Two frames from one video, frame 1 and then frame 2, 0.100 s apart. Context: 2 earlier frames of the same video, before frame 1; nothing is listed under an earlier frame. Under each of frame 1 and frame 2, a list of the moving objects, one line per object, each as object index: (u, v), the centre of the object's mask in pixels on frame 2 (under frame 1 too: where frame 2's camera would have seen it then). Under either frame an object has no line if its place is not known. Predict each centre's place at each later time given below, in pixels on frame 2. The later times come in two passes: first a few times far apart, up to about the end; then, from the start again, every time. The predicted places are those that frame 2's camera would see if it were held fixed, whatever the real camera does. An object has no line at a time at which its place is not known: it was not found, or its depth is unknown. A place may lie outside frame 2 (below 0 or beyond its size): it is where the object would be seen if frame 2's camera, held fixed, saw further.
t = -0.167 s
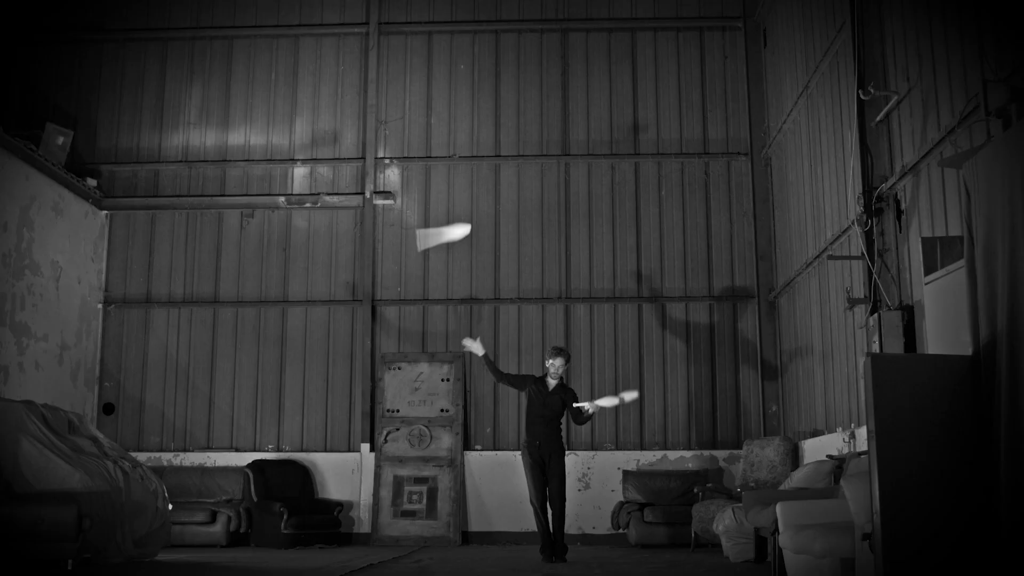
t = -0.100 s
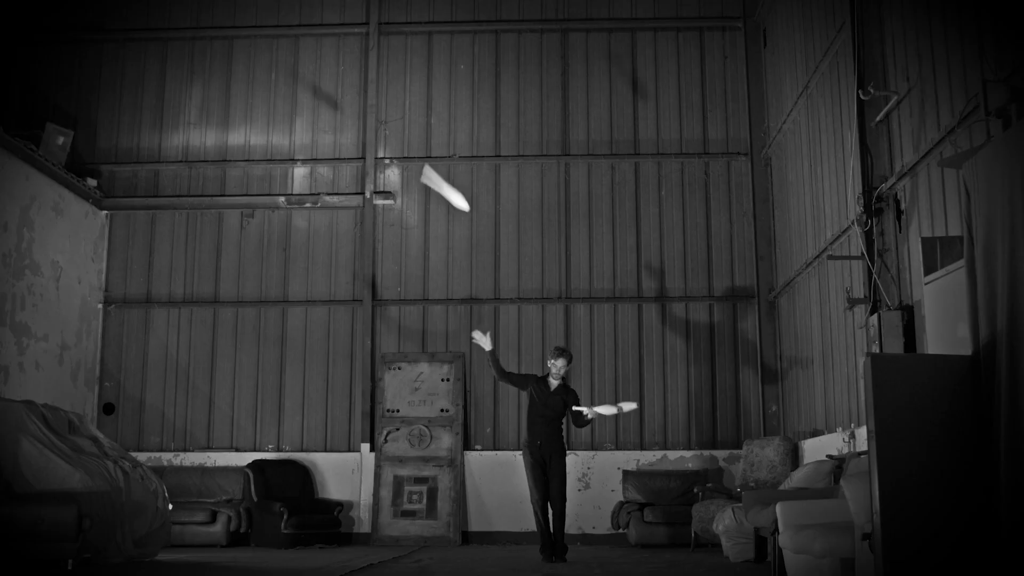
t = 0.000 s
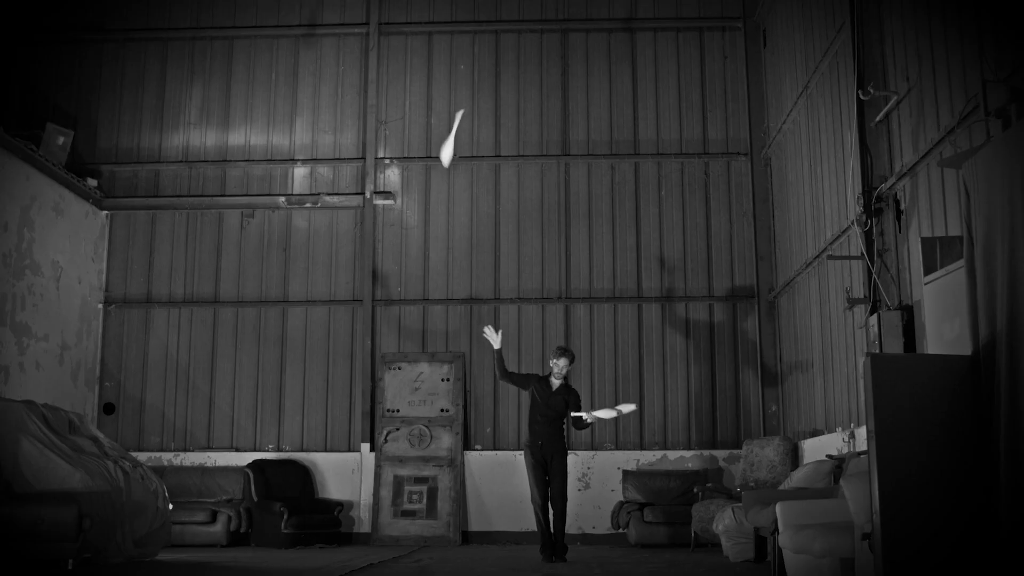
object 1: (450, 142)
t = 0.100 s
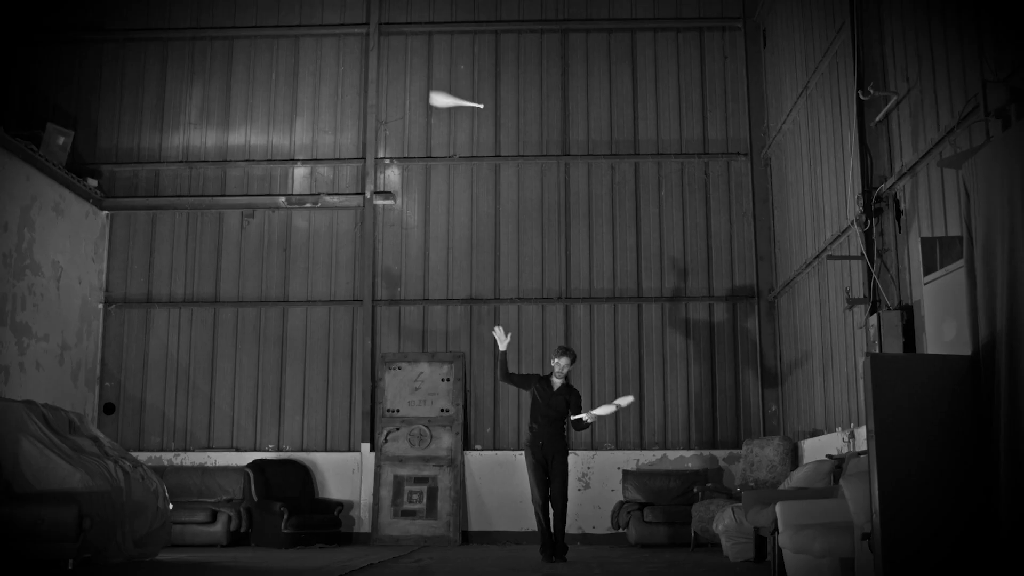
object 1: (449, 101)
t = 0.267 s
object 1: (453, 63)
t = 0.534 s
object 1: (461, 57)
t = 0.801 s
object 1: (463, 139)
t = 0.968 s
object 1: (463, 240)
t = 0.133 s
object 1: (450, 89)
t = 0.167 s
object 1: (452, 79)
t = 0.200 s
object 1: (454, 73)
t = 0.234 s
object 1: (454, 68)
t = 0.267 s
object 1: (453, 63)
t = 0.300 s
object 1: (452, 58)
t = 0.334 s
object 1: (451, 53)
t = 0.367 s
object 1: (453, 50)
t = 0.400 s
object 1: (455, 48)
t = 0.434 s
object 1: (456, 49)
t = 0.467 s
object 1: (457, 51)
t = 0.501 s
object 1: (458, 54)
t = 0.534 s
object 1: (461, 57)
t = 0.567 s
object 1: (463, 64)
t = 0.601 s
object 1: (464, 73)
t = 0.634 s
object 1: (465, 83)
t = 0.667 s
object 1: (463, 94)
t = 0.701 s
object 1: (462, 105)
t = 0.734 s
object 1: (460, 115)
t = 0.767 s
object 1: (461, 125)
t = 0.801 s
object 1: (463, 139)
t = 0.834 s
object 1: (463, 157)
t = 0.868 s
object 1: (463, 176)
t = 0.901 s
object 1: (463, 196)
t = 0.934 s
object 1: (463, 217)
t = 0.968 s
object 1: (463, 240)
